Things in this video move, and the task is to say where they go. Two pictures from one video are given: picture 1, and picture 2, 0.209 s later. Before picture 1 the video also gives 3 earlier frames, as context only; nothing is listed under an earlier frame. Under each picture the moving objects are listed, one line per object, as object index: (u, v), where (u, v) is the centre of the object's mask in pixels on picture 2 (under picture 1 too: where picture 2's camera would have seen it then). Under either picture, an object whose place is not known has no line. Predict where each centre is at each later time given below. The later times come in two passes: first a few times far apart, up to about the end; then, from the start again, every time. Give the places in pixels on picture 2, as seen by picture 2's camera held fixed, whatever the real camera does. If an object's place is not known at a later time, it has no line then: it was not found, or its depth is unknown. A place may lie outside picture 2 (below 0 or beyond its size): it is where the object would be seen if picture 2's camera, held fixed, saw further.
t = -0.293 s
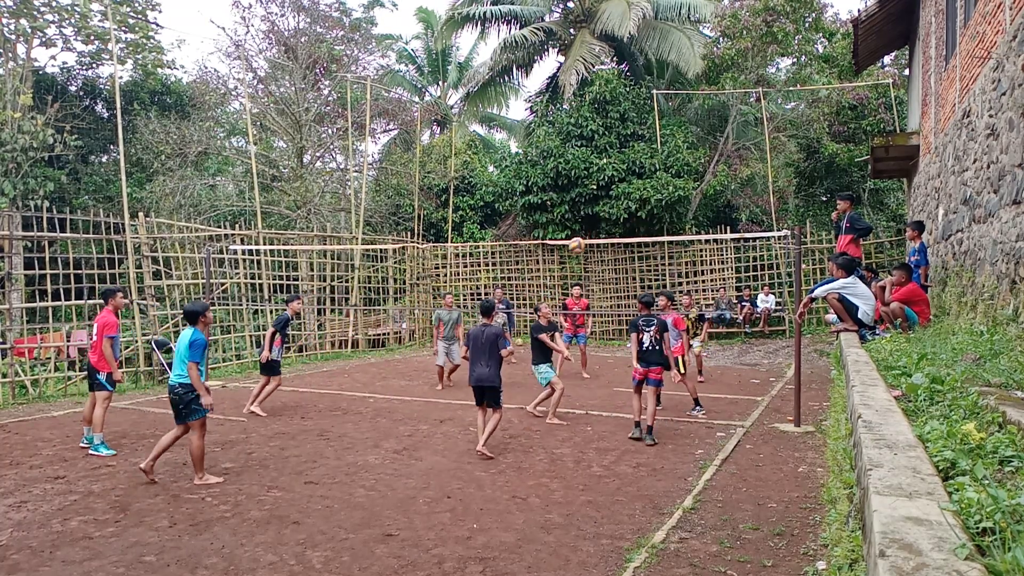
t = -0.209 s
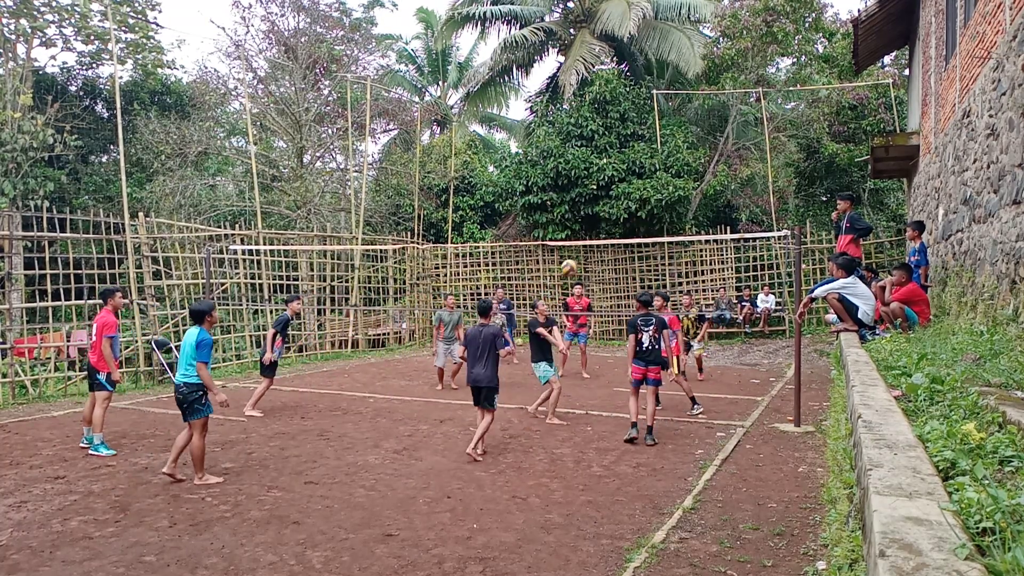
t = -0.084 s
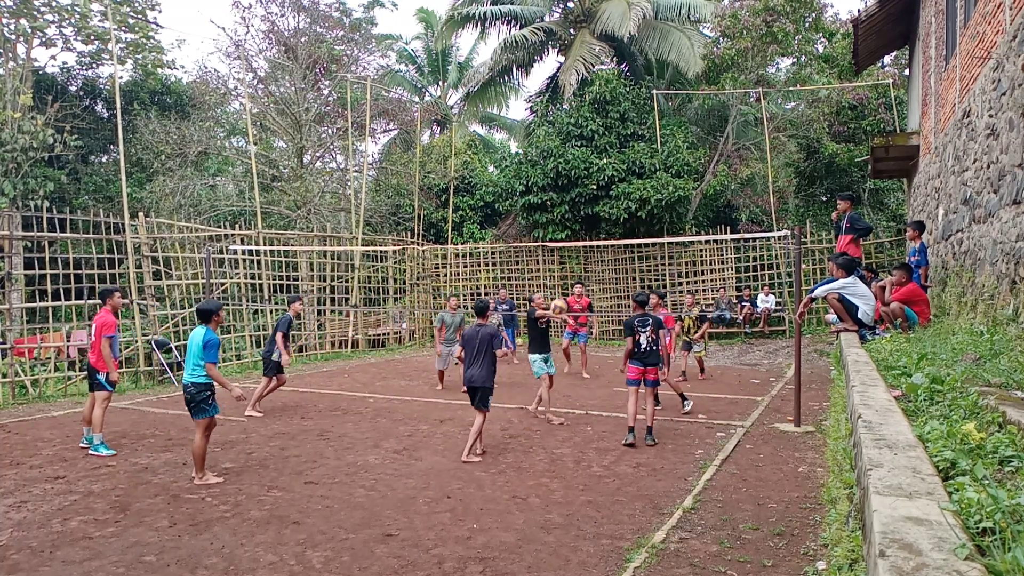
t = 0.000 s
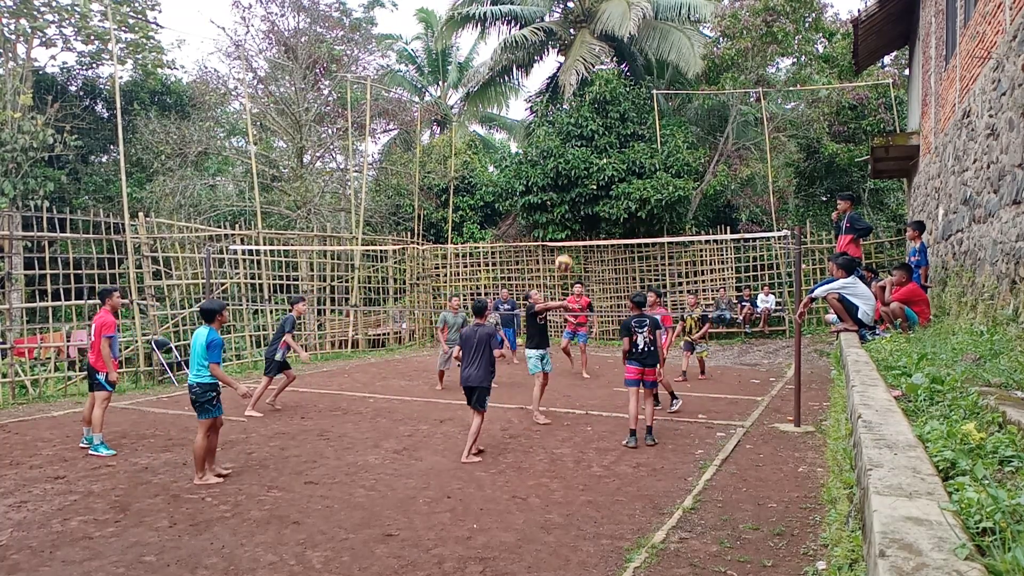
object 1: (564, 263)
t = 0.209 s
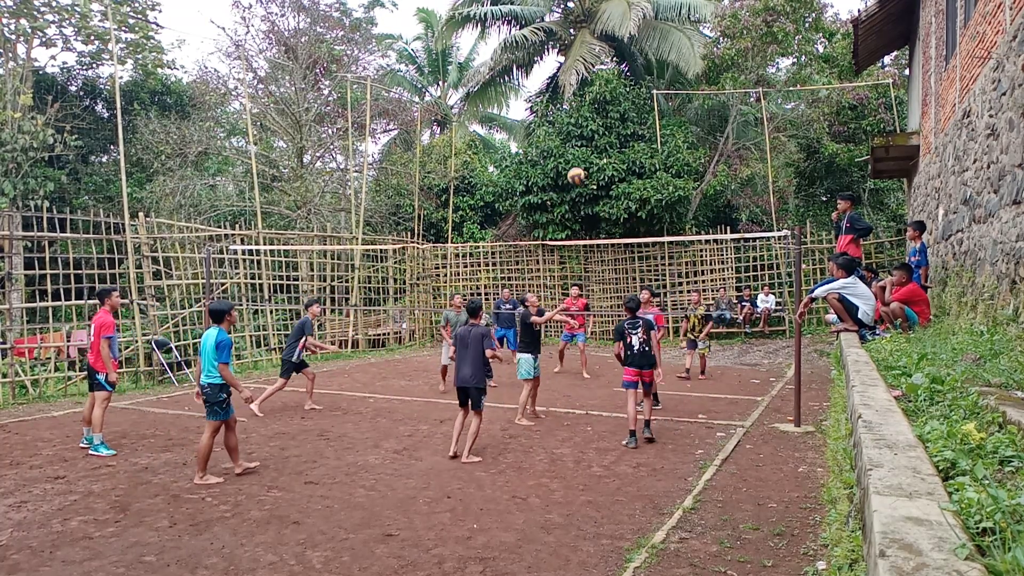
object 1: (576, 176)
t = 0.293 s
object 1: (581, 151)
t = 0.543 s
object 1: (594, 109)
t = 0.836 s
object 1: (609, 121)
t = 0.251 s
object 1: (579, 162)
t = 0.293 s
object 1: (581, 151)
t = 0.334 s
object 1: (583, 140)
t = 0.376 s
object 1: (586, 132)
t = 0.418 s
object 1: (588, 124)
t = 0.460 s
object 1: (590, 117)
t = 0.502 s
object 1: (592, 113)
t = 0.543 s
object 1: (594, 109)
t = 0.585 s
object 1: (597, 107)
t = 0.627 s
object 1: (598, 106)
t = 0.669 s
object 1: (601, 106)
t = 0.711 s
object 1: (603, 108)
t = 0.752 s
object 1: (604, 111)
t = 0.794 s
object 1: (606, 115)
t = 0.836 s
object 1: (609, 121)
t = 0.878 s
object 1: (610, 128)
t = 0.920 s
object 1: (612, 136)
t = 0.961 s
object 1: (614, 146)
